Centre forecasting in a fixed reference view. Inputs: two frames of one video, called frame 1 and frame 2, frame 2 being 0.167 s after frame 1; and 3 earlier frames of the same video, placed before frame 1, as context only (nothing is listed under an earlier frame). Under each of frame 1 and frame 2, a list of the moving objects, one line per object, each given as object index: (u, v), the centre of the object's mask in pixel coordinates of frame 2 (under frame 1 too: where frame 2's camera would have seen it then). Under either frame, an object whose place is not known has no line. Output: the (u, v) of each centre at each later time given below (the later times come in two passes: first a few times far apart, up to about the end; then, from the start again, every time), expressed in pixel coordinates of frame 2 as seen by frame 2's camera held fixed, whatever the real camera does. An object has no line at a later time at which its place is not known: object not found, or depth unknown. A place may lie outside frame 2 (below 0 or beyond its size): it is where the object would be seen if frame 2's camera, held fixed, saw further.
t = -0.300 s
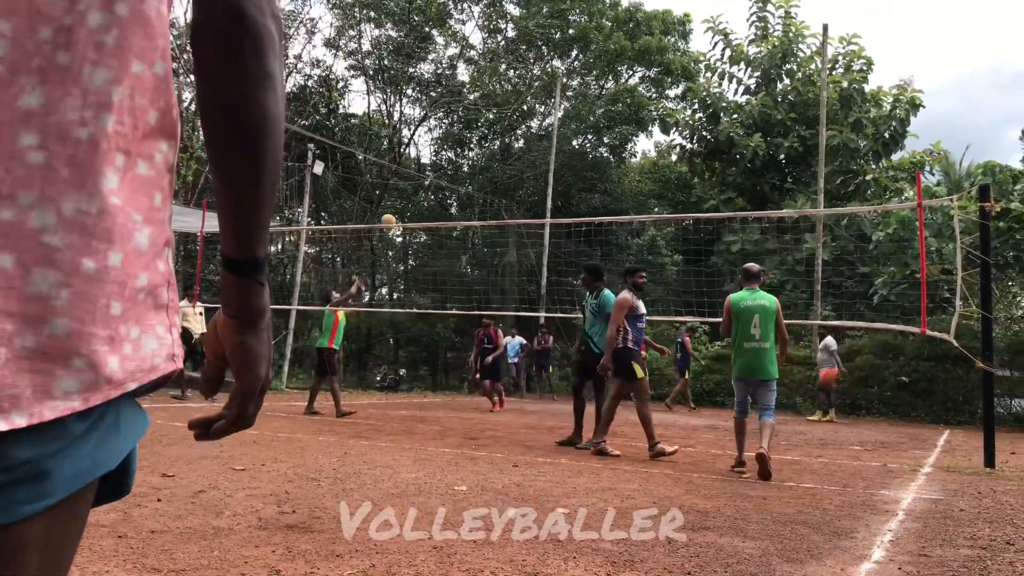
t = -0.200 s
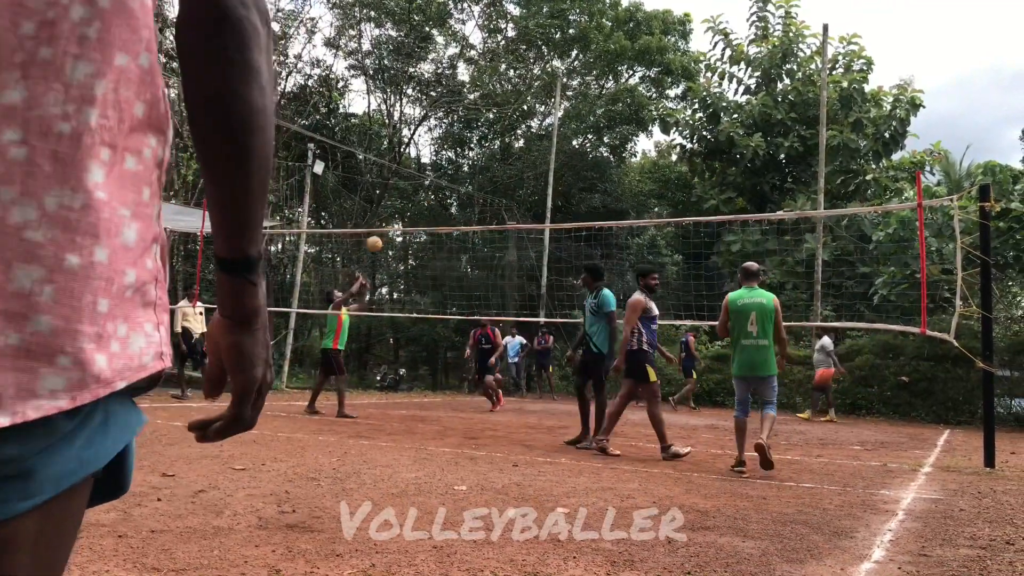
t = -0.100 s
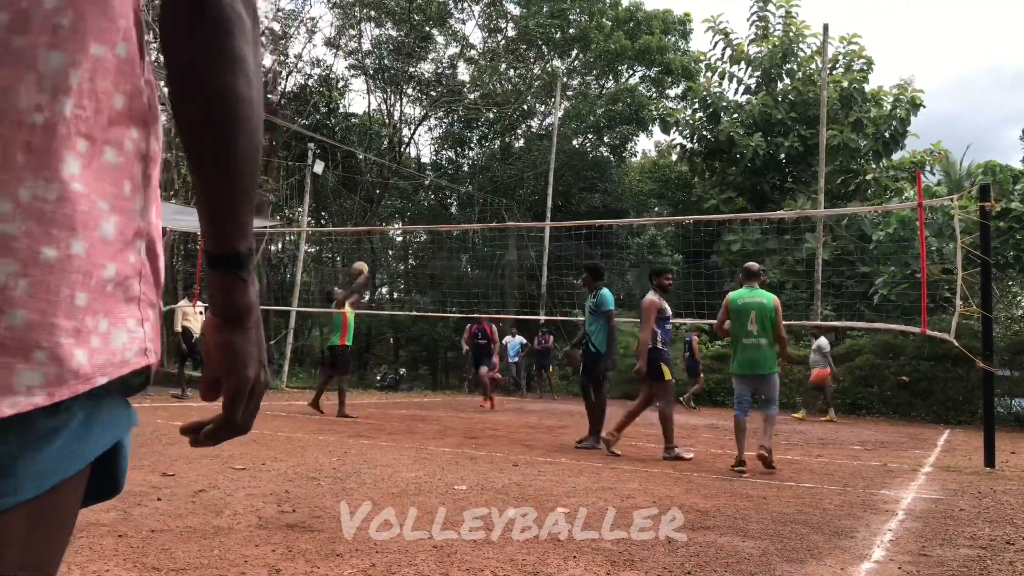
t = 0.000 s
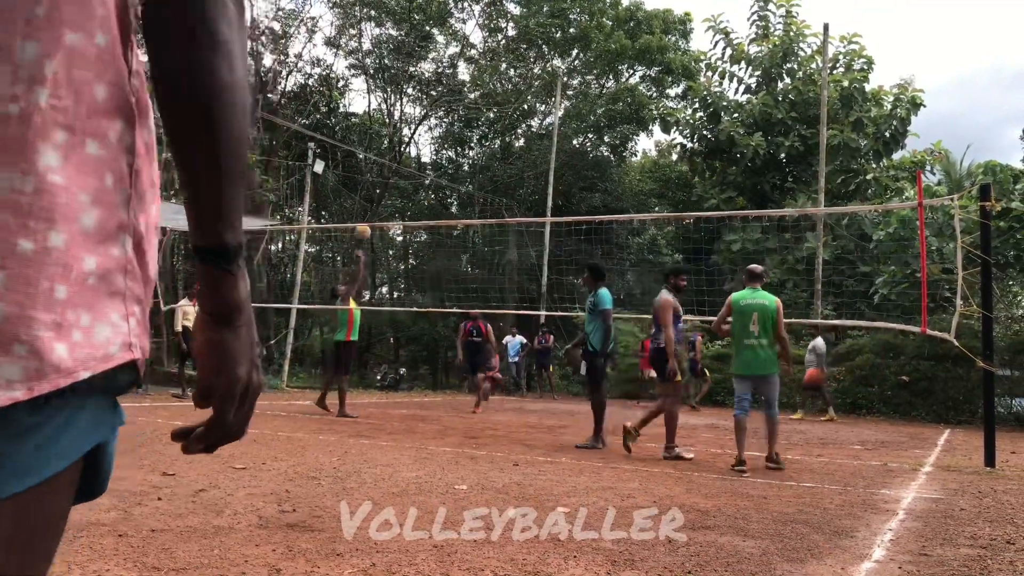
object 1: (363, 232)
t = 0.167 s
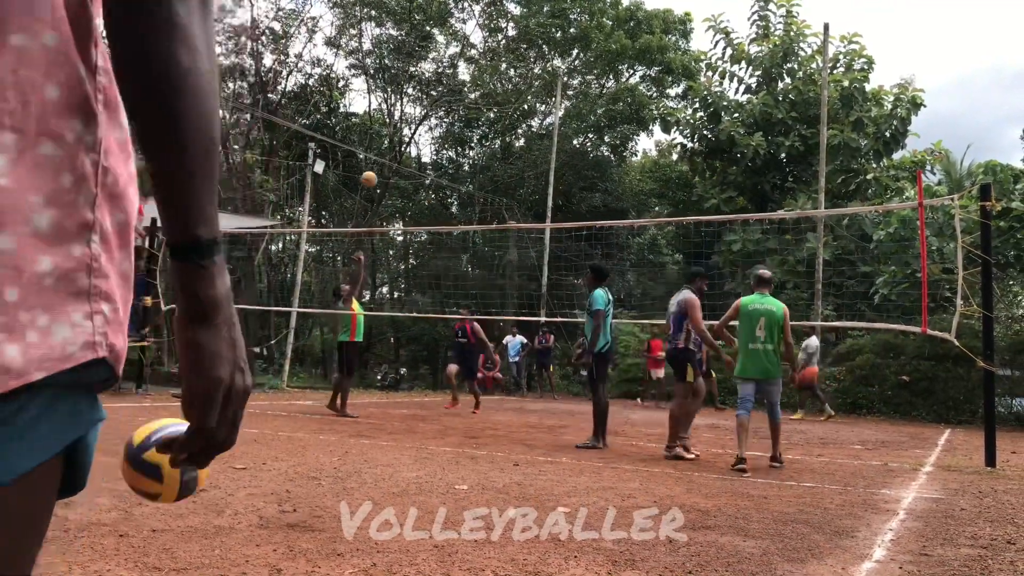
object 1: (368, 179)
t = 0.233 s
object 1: (371, 164)
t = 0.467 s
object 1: (376, 136)
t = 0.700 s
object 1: (382, 145)
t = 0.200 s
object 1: (369, 171)
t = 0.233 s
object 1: (371, 164)
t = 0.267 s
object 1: (372, 160)
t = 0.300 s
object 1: (373, 152)
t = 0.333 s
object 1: (374, 147)
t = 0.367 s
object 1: (375, 143)
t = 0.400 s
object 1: (376, 140)
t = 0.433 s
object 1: (376, 138)
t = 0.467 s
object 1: (376, 136)
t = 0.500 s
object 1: (378, 136)
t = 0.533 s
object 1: (378, 136)
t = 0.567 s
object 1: (378, 136)
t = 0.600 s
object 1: (379, 137)
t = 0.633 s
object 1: (380, 138)
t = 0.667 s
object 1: (380, 143)
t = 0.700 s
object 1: (382, 145)
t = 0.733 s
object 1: (382, 151)
